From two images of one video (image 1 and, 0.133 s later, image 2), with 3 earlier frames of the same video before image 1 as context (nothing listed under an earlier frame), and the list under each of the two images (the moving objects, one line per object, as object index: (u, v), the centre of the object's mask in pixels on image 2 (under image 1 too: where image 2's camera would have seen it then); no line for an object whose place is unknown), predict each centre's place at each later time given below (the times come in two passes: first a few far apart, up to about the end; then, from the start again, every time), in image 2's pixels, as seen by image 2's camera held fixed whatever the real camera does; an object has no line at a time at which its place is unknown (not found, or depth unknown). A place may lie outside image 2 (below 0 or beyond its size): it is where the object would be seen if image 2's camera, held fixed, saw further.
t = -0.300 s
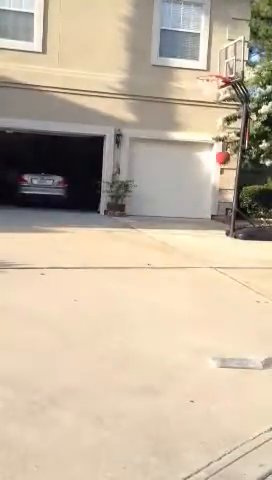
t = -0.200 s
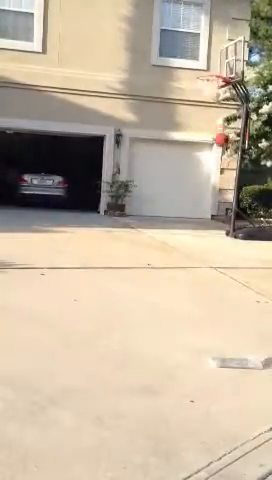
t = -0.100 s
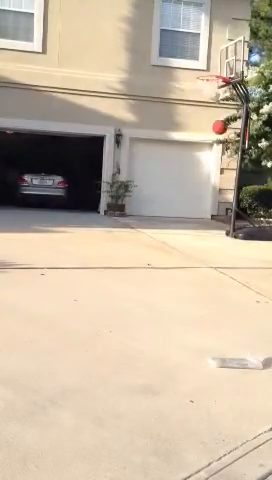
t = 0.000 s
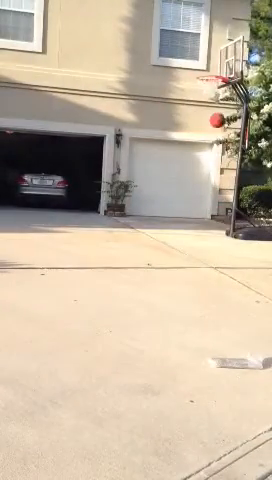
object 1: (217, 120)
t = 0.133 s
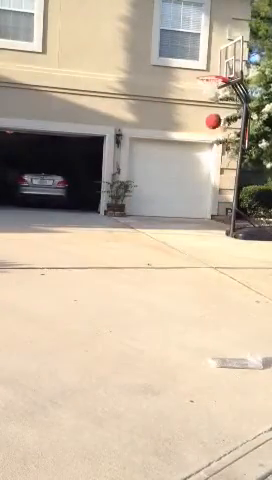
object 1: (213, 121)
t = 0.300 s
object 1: (207, 138)
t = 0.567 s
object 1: (192, 209)
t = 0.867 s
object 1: (194, 191)
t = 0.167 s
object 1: (212, 123)
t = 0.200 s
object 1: (210, 126)
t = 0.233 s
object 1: (209, 129)
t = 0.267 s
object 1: (208, 134)
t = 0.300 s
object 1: (207, 138)
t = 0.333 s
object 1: (205, 145)
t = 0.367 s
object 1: (204, 150)
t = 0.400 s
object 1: (201, 159)
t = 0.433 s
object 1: (200, 167)
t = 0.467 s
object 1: (199, 176)
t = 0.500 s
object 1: (197, 186)
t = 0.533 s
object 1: (194, 198)
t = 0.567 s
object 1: (192, 209)
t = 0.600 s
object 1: (191, 221)
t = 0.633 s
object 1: (189, 235)
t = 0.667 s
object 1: (187, 248)
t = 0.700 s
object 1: (188, 238)
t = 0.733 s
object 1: (189, 227)
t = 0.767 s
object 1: (190, 217)
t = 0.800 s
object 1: (191, 207)
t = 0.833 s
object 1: (192, 199)
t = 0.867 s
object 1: (194, 191)
